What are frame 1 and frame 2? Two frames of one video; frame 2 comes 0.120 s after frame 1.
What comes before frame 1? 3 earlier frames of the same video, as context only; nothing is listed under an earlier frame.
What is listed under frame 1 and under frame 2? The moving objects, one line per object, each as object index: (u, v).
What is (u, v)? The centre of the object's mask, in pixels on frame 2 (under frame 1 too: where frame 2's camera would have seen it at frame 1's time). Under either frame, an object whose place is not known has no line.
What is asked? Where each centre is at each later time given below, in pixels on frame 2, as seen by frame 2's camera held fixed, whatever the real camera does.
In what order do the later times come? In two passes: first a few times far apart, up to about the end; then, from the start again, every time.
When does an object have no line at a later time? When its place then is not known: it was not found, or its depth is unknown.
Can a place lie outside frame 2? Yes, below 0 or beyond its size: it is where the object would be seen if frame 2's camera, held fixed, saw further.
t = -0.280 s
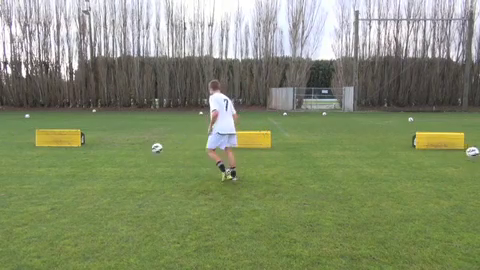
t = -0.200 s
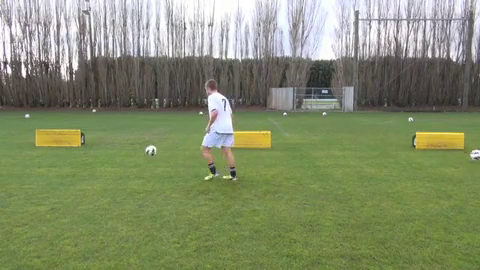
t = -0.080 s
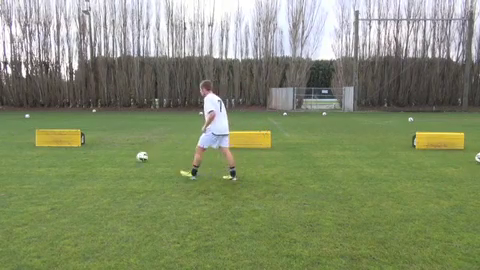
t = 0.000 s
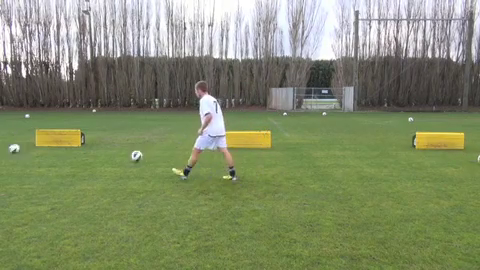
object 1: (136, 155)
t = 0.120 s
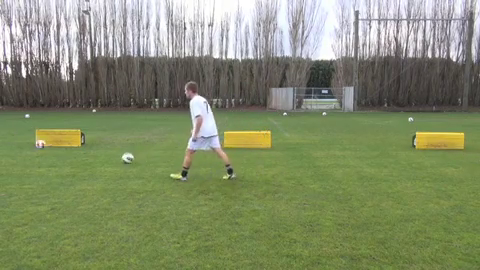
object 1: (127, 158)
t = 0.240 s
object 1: (119, 158)
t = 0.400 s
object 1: (107, 160)
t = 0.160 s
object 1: (124, 158)
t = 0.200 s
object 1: (122, 158)
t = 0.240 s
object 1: (119, 158)
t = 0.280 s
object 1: (116, 159)
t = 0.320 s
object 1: (113, 159)
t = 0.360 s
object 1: (110, 159)
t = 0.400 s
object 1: (107, 160)
